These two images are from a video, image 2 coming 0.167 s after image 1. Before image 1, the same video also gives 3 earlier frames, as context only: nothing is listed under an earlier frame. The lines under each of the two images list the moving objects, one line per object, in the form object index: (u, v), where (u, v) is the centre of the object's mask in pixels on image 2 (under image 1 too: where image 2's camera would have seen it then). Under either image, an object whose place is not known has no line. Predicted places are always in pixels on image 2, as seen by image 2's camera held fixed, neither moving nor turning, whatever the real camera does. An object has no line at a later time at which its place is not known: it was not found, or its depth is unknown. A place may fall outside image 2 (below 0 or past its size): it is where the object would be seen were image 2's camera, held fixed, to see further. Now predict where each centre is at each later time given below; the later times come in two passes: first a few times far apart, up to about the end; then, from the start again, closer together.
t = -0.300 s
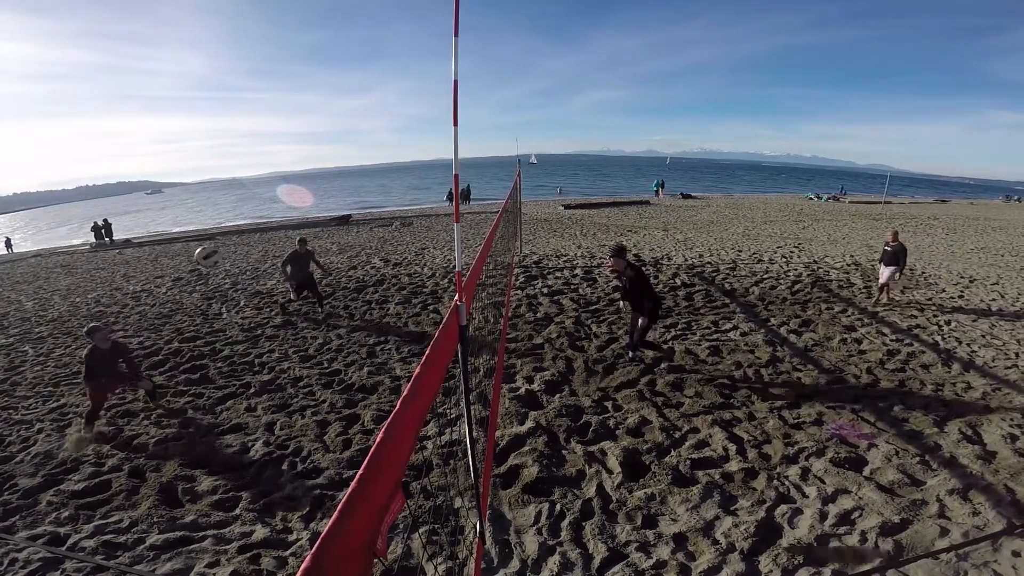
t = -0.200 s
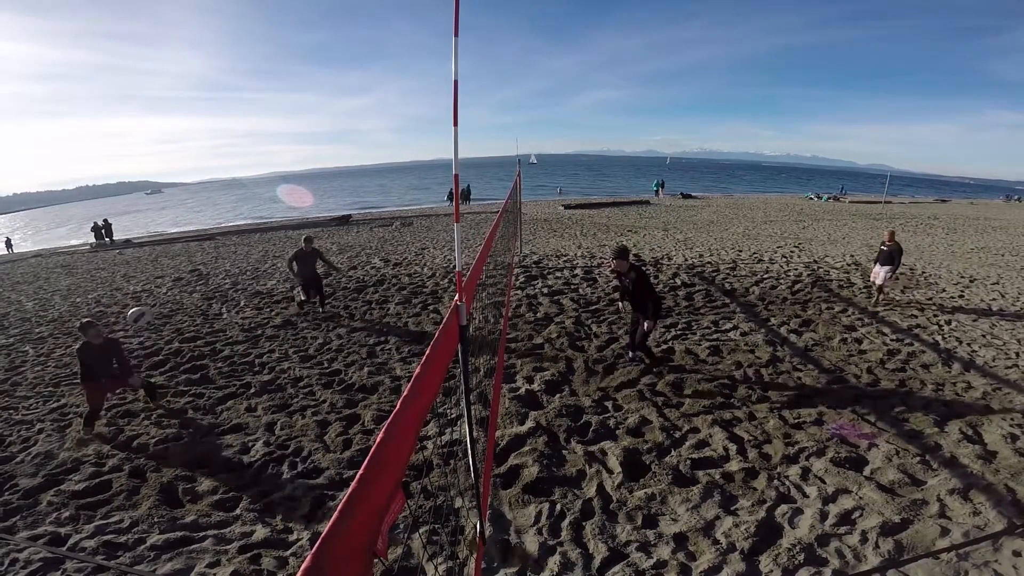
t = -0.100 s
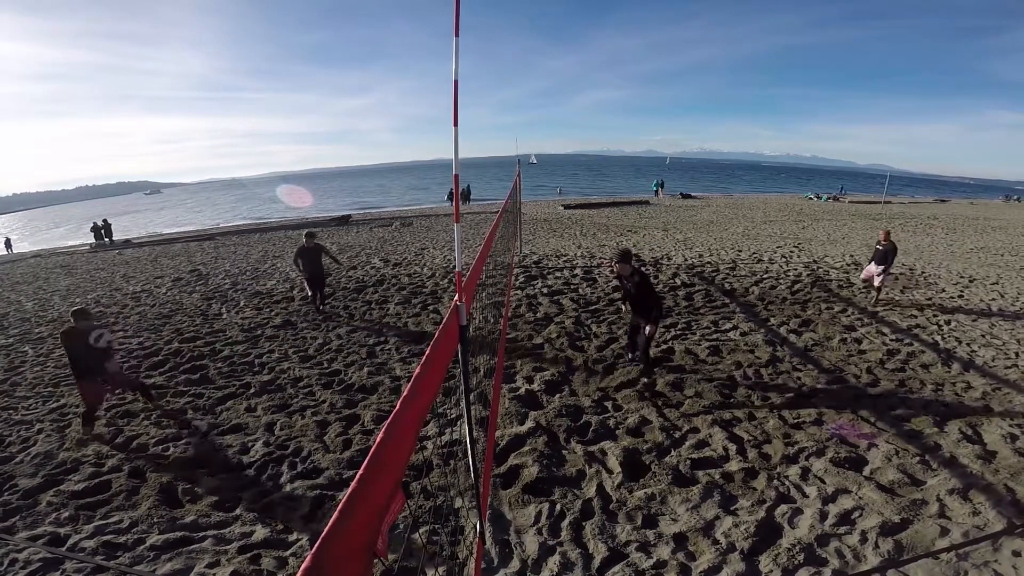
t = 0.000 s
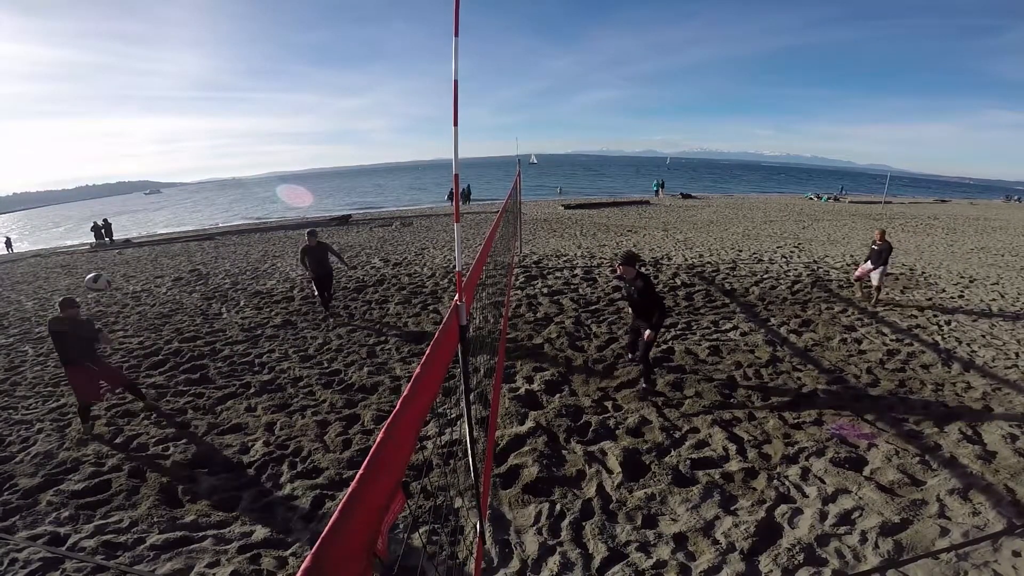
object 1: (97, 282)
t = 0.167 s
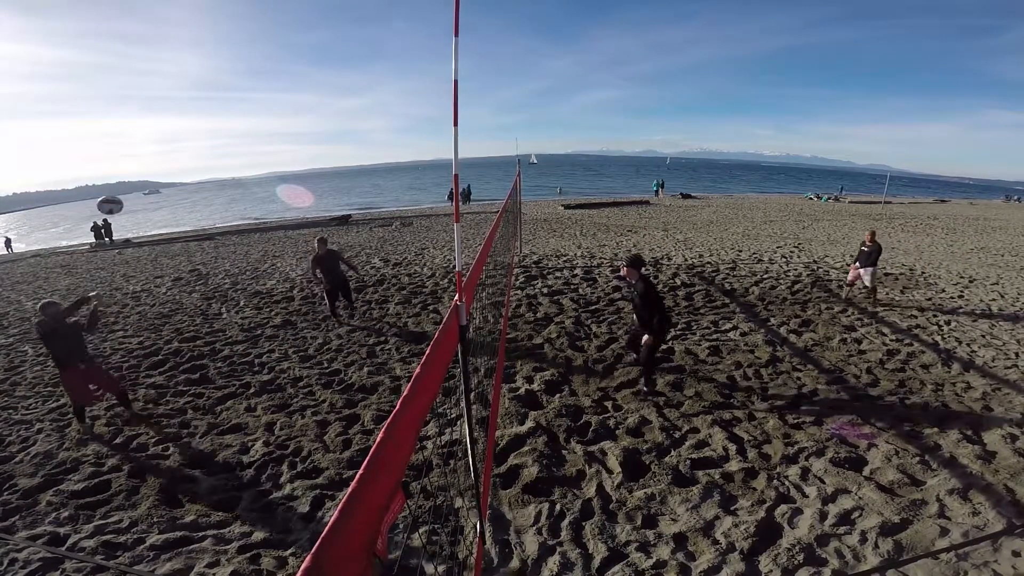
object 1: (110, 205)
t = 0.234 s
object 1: (119, 182)
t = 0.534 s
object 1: (178, 127)
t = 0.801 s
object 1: (235, 143)
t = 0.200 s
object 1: (114, 193)
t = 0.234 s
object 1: (119, 182)
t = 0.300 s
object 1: (131, 162)
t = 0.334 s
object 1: (137, 154)
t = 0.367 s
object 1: (144, 147)
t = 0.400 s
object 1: (150, 141)
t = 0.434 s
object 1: (157, 136)
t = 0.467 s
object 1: (164, 132)
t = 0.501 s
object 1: (171, 129)
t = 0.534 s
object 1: (178, 127)
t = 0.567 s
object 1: (185, 126)
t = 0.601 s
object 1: (192, 126)
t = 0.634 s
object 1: (199, 126)
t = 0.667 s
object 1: (206, 128)
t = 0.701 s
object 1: (214, 130)
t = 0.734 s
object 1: (221, 134)
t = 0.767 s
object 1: (228, 138)
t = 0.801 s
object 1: (235, 143)
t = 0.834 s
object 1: (243, 149)
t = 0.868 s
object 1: (250, 156)
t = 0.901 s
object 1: (258, 164)
